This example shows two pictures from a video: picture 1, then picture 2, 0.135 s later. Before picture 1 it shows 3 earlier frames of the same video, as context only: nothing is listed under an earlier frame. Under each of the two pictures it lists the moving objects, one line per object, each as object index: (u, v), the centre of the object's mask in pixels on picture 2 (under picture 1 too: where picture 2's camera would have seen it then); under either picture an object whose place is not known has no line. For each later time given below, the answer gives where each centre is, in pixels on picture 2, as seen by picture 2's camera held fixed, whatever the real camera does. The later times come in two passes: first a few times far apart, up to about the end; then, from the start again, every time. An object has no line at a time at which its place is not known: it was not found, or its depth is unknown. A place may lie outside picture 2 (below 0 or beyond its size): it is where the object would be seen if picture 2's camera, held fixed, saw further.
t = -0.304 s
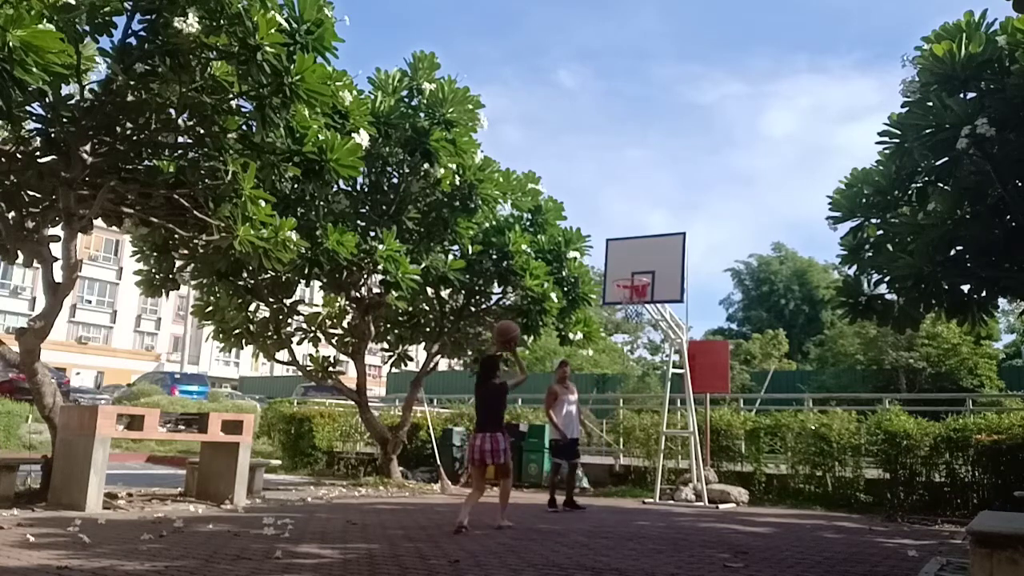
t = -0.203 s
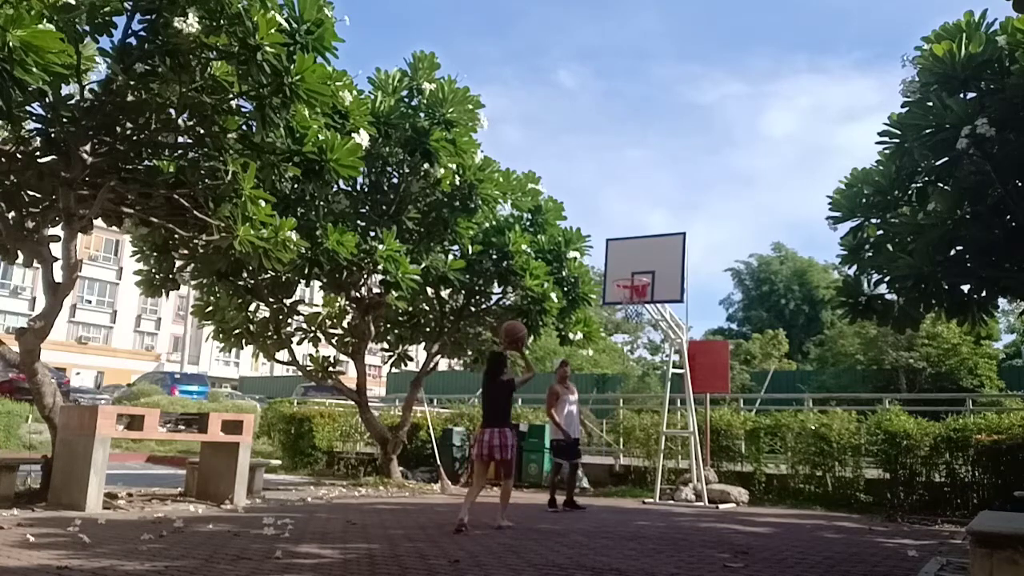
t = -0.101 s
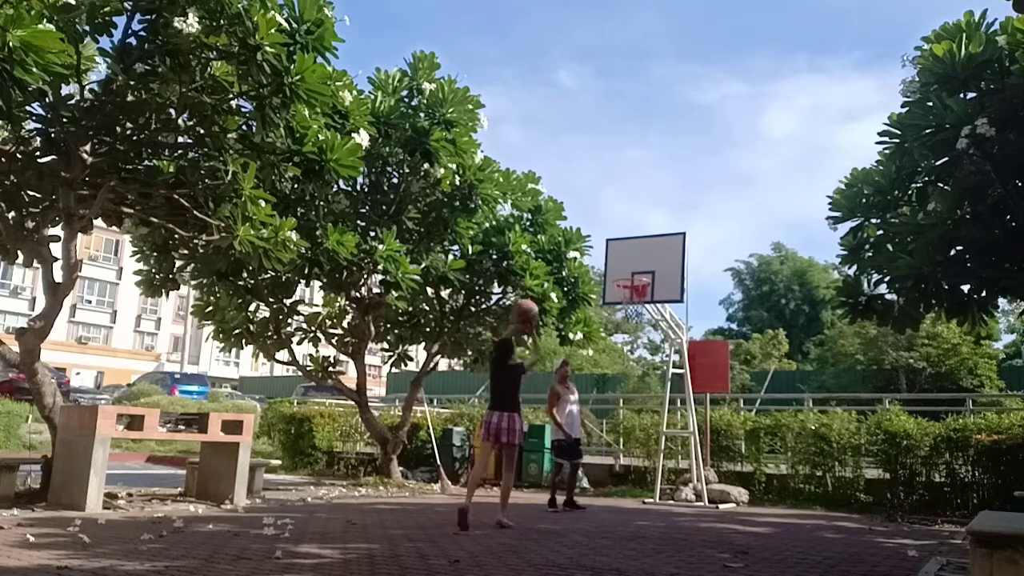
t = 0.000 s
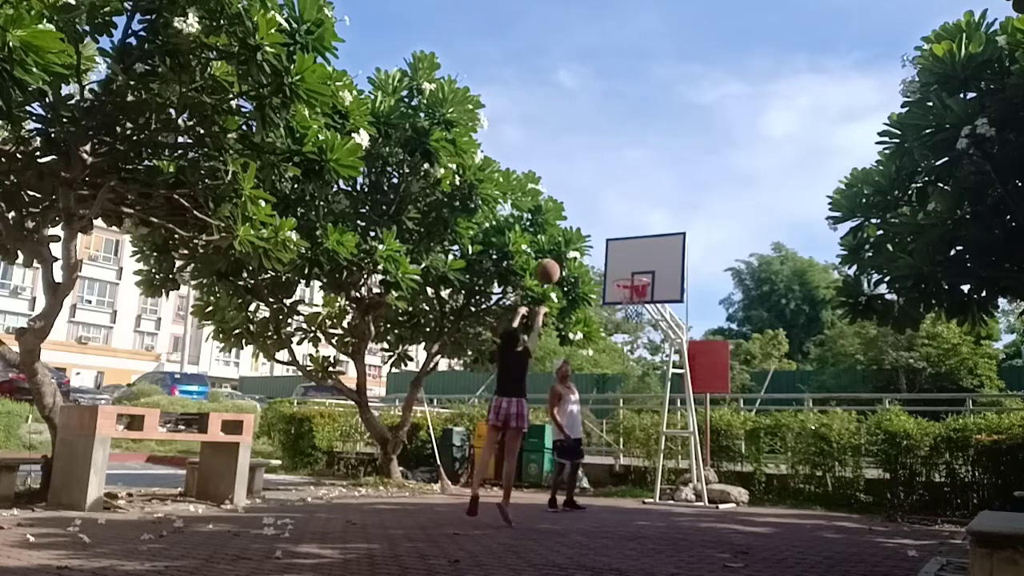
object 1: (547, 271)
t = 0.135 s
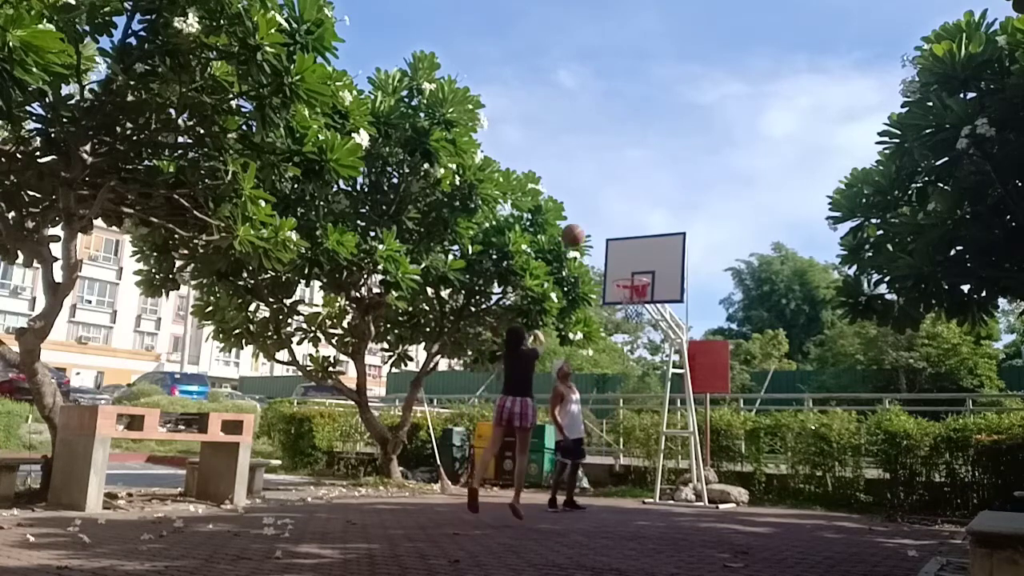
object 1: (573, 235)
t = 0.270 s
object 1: (596, 220)
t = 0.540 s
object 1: (635, 238)
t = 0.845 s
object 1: (659, 259)
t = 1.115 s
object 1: (674, 265)
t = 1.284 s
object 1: (685, 303)
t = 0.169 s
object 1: (579, 230)
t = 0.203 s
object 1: (585, 225)
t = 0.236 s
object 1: (590, 222)
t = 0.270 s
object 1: (596, 220)
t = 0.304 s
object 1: (601, 219)
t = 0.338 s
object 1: (606, 219)
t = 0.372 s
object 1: (611, 219)
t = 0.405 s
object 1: (616, 221)
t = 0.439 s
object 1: (621, 224)
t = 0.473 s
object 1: (626, 228)
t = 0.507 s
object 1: (630, 232)
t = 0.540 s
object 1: (635, 238)
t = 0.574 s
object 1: (640, 244)
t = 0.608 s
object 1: (644, 251)
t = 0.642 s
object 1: (648, 259)
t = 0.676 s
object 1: (652, 267)
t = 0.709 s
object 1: (654, 274)
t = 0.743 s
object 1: (654, 272)
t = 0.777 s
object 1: (656, 267)
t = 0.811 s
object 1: (658, 262)
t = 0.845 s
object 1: (659, 259)
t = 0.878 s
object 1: (661, 256)
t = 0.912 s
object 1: (663, 255)
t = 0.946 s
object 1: (665, 254)
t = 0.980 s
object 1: (667, 254)
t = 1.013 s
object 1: (668, 255)
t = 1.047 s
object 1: (671, 257)
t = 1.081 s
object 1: (673, 261)
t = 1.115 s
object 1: (674, 265)
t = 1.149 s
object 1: (676, 270)
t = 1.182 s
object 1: (678, 277)
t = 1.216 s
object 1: (681, 284)
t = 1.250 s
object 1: (683, 293)
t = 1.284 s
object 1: (685, 303)
